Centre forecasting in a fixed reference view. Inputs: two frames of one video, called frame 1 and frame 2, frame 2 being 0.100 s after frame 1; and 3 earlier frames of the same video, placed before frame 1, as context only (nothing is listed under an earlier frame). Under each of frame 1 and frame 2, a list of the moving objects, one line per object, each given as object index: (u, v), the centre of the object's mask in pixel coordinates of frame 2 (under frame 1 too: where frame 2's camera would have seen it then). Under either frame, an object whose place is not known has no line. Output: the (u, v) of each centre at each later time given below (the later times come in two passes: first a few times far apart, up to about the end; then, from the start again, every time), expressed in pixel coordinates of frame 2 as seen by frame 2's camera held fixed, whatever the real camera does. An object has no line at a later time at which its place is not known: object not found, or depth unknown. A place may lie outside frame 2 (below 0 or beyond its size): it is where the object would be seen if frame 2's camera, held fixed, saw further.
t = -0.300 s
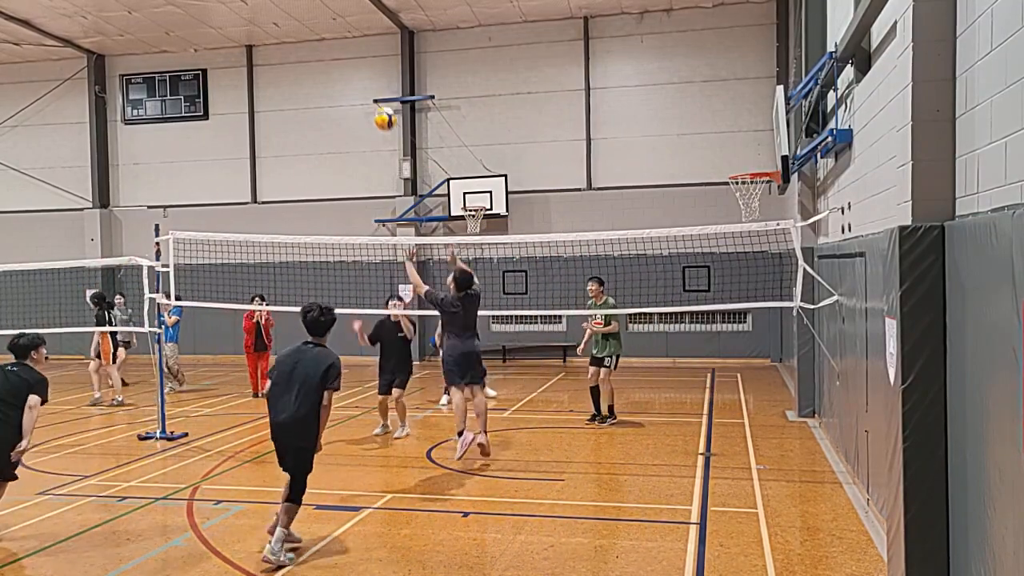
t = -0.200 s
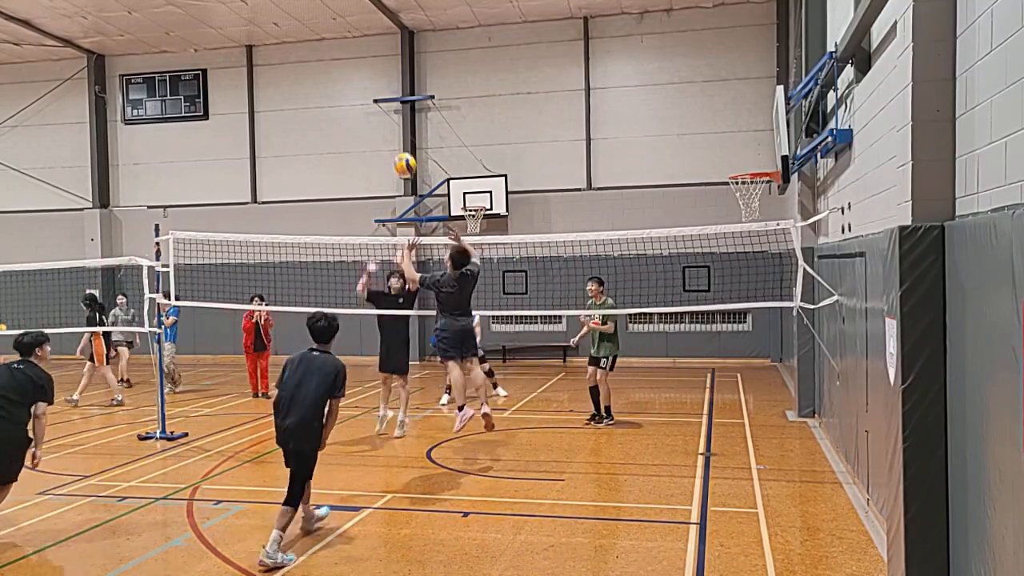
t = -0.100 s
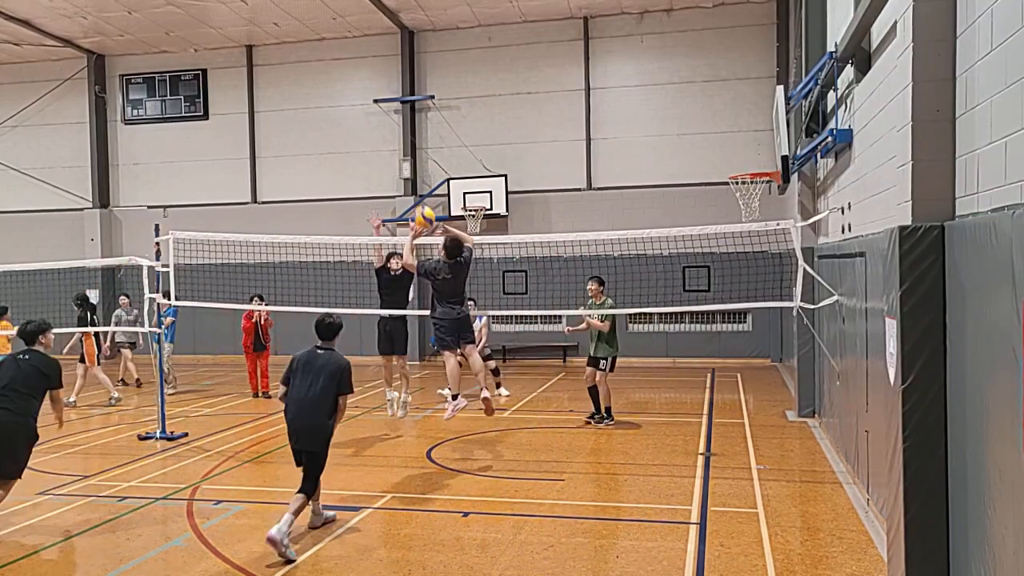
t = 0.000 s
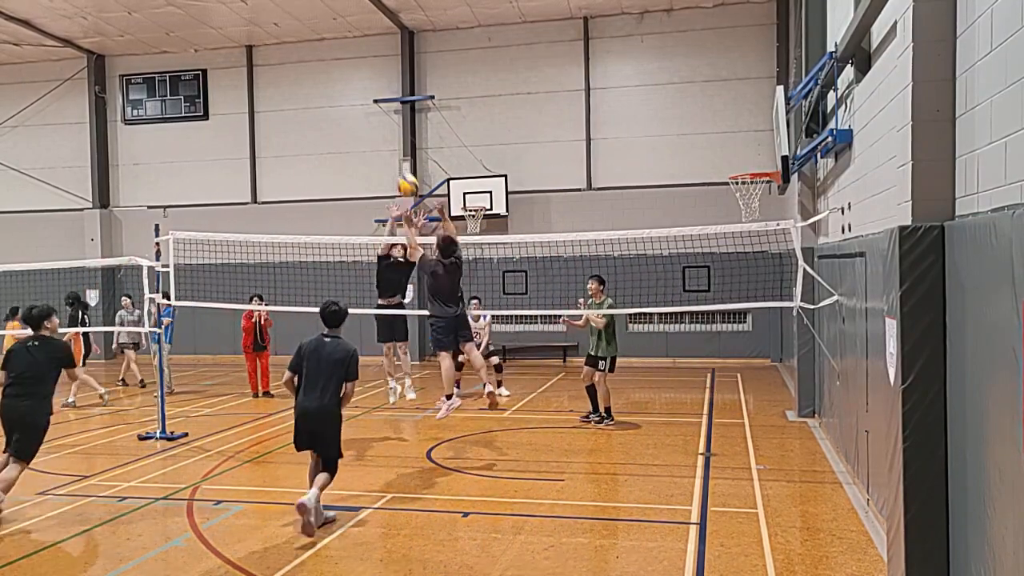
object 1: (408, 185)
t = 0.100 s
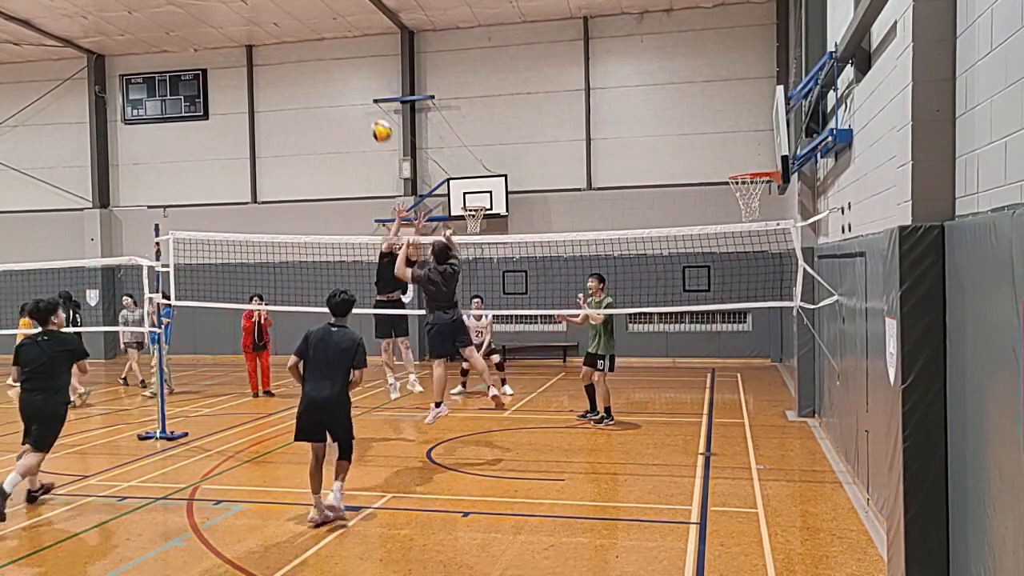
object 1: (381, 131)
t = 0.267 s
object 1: (339, 64)
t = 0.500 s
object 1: (283, 17)
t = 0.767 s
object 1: (224, 28)
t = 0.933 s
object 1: (189, 70)
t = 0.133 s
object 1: (373, 115)
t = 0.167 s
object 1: (364, 101)
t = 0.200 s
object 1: (356, 87)
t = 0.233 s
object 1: (347, 75)
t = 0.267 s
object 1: (339, 64)
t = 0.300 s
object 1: (331, 54)
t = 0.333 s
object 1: (322, 46)
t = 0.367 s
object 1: (314, 38)
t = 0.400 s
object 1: (307, 31)
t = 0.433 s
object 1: (299, 26)
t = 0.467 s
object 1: (291, 21)
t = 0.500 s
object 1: (283, 17)
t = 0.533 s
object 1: (276, 15)
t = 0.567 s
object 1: (268, 14)
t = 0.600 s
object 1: (261, 13)
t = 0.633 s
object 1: (253, 14)
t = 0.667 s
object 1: (246, 16)
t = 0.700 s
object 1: (238, 19)
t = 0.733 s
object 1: (231, 23)
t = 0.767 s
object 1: (224, 28)
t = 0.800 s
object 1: (216, 34)
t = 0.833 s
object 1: (210, 41)
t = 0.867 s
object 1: (202, 49)
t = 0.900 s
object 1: (196, 59)
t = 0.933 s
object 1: (189, 70)
